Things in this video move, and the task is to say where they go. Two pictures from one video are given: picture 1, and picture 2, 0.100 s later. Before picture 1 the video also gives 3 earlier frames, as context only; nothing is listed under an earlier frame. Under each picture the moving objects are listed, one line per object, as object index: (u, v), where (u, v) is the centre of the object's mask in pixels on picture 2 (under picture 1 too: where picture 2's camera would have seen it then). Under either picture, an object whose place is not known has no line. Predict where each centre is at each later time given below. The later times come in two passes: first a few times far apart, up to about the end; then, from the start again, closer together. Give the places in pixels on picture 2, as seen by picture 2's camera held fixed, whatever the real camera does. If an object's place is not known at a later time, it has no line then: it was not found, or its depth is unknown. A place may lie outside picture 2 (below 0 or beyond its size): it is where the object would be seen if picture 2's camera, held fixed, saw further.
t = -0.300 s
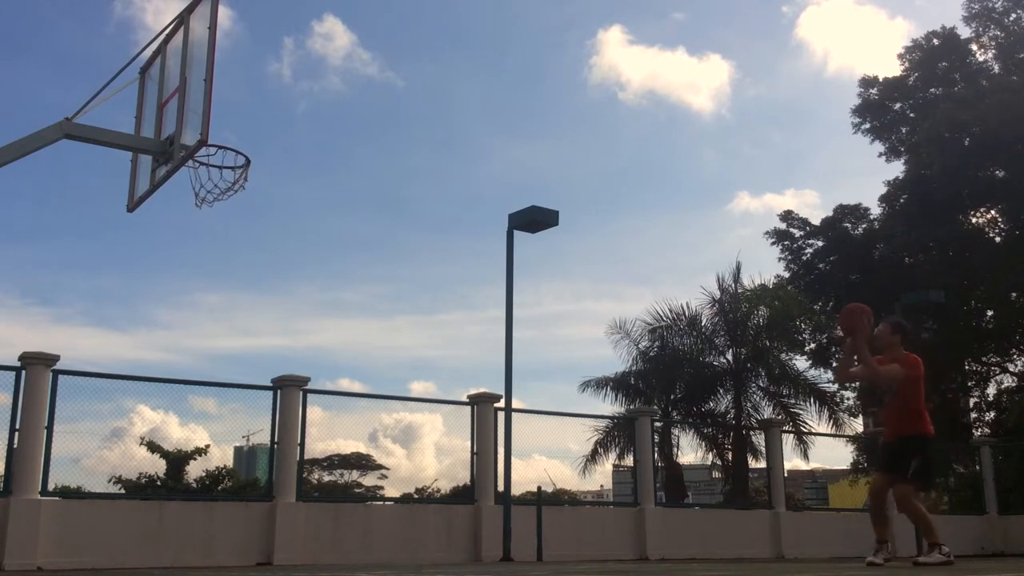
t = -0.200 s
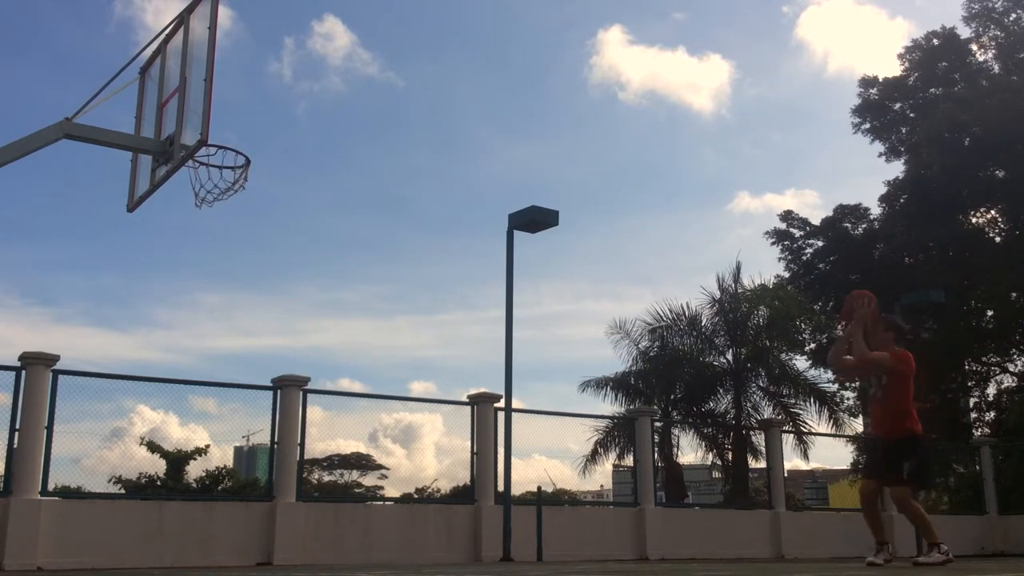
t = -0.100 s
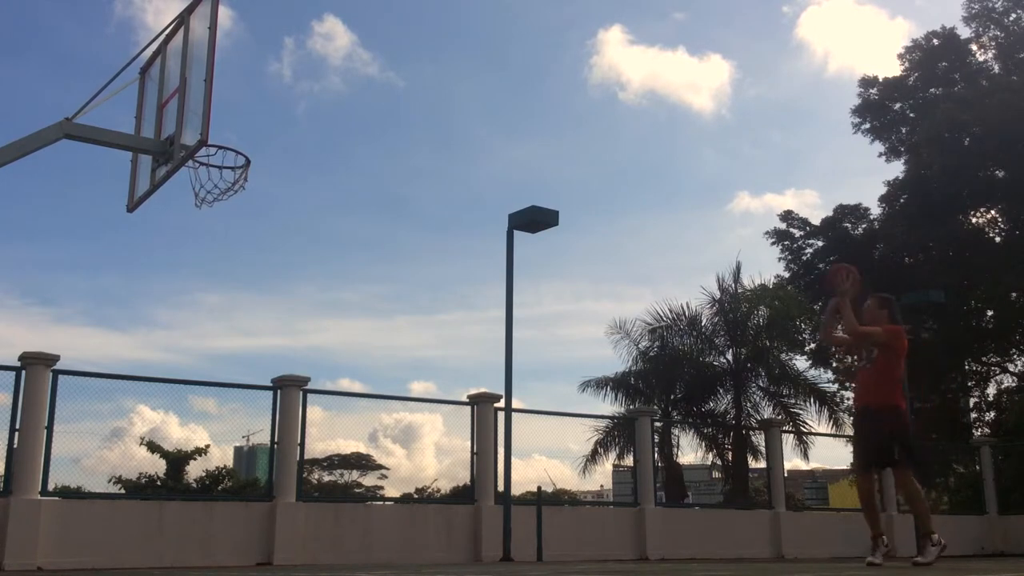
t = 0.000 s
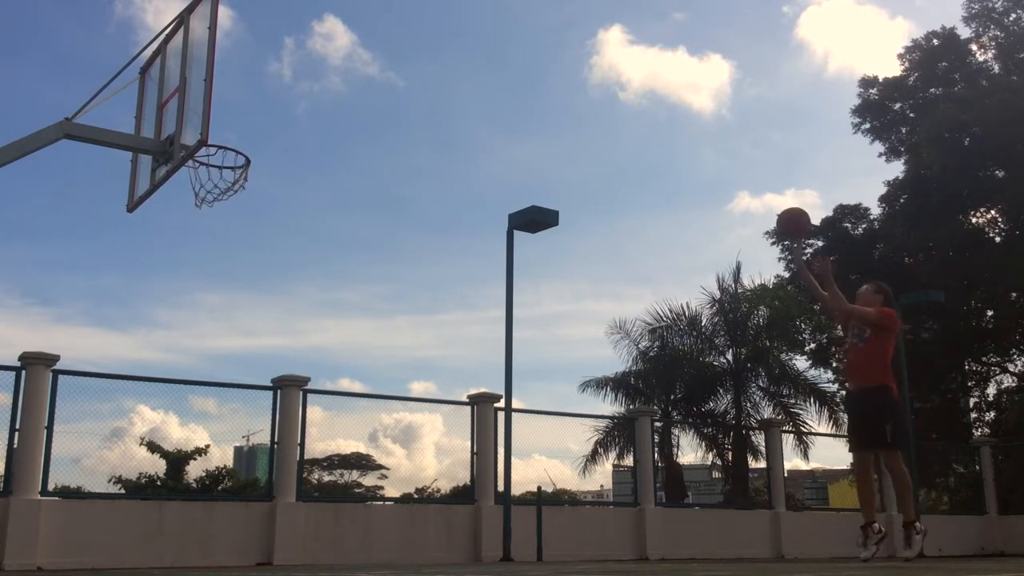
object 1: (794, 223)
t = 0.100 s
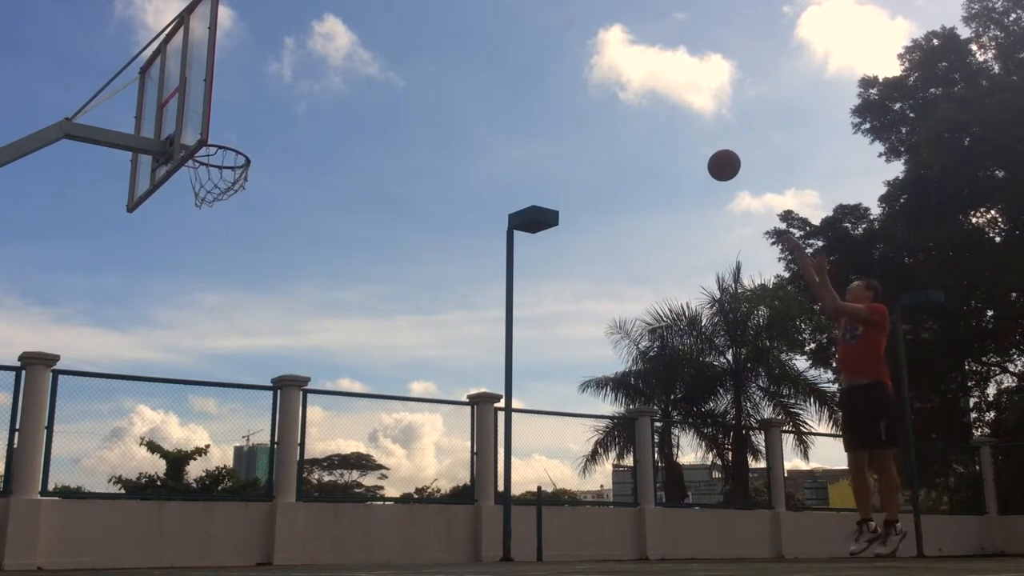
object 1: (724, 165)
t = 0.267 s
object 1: (614, 97)
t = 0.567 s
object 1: (428, 58)
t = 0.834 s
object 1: (264, 112)
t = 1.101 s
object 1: (224, 103)
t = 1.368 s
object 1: (249, 93)
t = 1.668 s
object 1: (277, 209)
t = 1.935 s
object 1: (302, 480)
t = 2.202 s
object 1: (323, 349)
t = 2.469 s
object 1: (337, 193)
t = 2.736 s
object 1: (347, 159)
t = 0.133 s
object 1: (701, 149)
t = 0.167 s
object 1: (679, 134)
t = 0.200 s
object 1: (657, 120)
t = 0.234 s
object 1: (635, 108)
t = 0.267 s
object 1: (614, 97)
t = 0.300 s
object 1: (593, 88)
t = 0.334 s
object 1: (572, 79)
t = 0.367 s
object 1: (551, 72)
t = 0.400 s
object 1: (530, 66)
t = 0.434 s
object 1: (510, 62)
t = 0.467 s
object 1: (489, 59)
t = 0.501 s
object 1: (469, 57)
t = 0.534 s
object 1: (449, 57)
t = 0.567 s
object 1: (428, 58)
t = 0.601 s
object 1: (408, 60)
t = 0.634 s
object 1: (388, 64)
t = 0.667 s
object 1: (367, 69)
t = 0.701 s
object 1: (347, 75)
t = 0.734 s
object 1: (326, 82)
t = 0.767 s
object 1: (306, 91)
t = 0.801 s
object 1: (285, 100)
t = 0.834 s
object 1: (264, 112)
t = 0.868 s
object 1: (243, 124)
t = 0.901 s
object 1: (222, 138)
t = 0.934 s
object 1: (207, 152)
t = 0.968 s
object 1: (213, 140)
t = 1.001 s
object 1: (213, 129)
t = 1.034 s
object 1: (219, 119)
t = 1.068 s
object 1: (222, 110)
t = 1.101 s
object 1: (224, 103)
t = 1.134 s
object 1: (226, 97)
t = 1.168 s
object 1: (229, 93)
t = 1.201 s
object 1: (232, 89)
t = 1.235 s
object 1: (235, 88)
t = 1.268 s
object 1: (239, 87)
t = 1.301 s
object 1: (242, 88)
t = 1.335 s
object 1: (246, 90)
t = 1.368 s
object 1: (249, 93)
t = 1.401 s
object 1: (252, 99)
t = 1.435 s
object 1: (255, 106)
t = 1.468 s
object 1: (259, 114)
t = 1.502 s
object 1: (262, 125)
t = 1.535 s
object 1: (265, 137)
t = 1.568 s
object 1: (268, 152)
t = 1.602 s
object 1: (271, 169)
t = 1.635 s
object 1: (274, 187)
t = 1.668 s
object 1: (277, 209)
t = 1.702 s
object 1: (280, 232)
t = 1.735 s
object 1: (283, 258)
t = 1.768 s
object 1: (286, 287)
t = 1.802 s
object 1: (289, 318)
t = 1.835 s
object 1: (292, 353)
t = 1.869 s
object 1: (296, 391)
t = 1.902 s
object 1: (299, 434)
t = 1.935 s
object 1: (302, 480)
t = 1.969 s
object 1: (305, 531)
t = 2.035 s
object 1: (311, 509)
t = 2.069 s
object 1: (313, 474)
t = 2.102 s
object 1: (316, 439)
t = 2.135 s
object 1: (319, 407)
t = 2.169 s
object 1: (321, 377)
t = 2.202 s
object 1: (323, 349)
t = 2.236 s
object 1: (325, 323)
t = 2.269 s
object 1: (327, 299)
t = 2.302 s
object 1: (329, 277)
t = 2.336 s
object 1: (331, 256)
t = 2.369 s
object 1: (333, 237)
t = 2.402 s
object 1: (334, 221)
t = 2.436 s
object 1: (336, 206)
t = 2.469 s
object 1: (337, 193)
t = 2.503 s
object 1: (339, 181)
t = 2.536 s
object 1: (340, 172)
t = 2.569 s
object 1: (341, 165)
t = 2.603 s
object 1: (342, 159)
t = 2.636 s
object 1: (343, 156)
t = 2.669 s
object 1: (345, 155)
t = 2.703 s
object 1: (346, 156)
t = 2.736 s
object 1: (347, 159)
